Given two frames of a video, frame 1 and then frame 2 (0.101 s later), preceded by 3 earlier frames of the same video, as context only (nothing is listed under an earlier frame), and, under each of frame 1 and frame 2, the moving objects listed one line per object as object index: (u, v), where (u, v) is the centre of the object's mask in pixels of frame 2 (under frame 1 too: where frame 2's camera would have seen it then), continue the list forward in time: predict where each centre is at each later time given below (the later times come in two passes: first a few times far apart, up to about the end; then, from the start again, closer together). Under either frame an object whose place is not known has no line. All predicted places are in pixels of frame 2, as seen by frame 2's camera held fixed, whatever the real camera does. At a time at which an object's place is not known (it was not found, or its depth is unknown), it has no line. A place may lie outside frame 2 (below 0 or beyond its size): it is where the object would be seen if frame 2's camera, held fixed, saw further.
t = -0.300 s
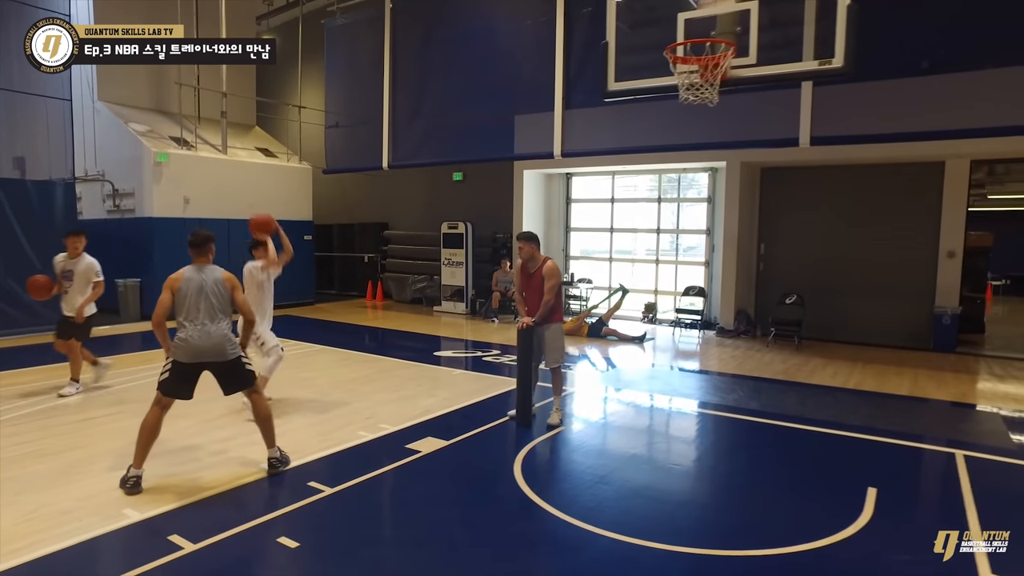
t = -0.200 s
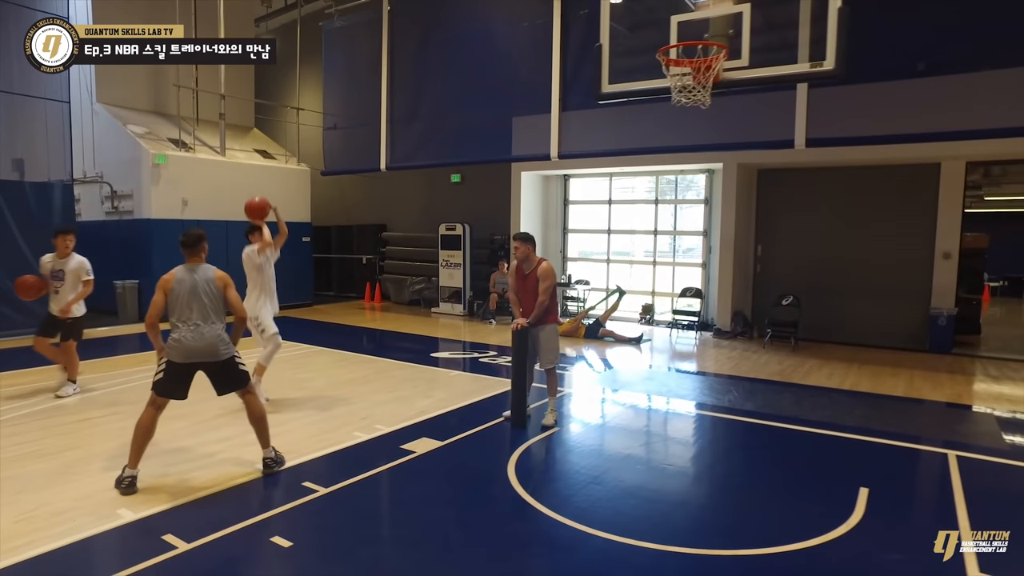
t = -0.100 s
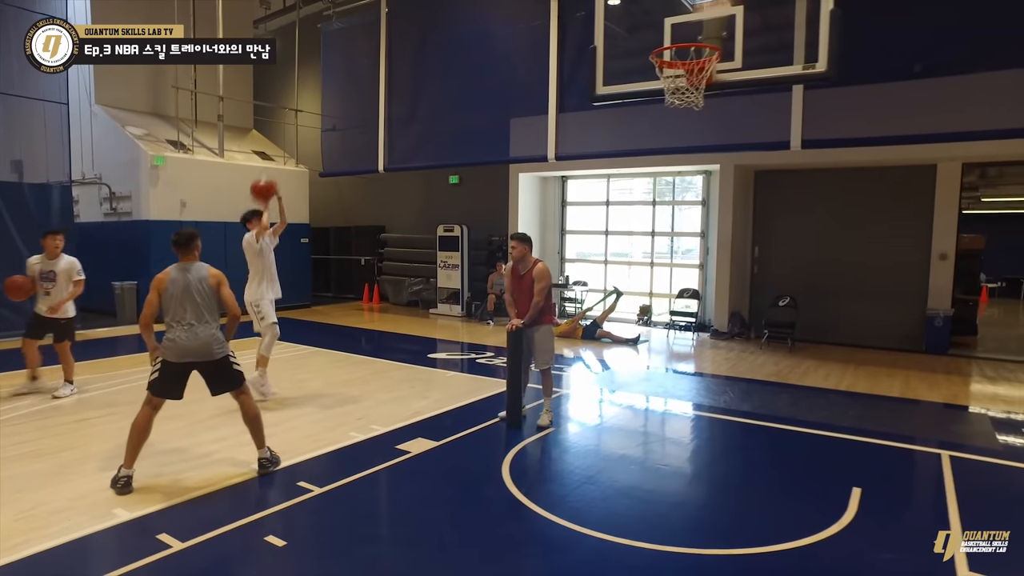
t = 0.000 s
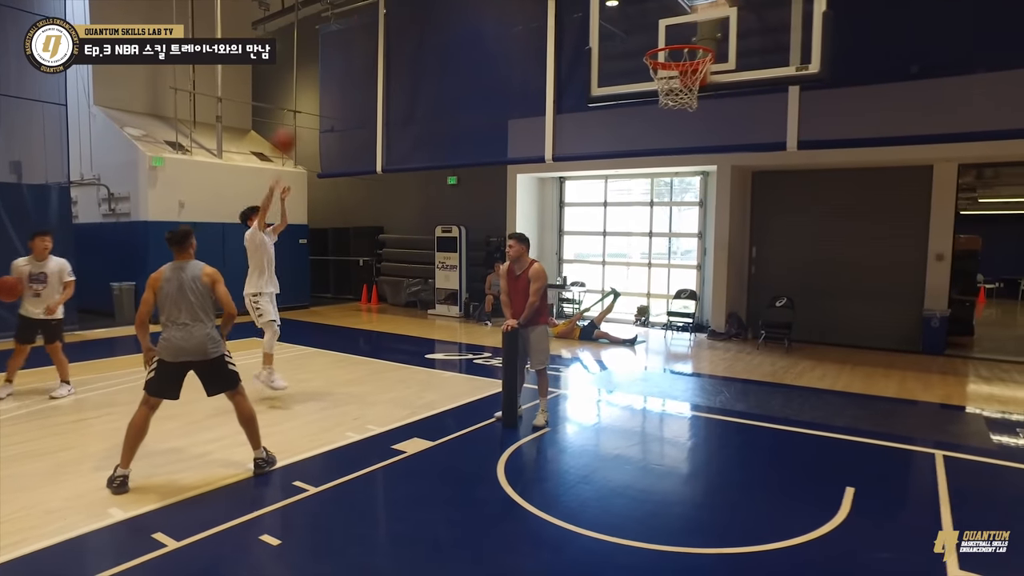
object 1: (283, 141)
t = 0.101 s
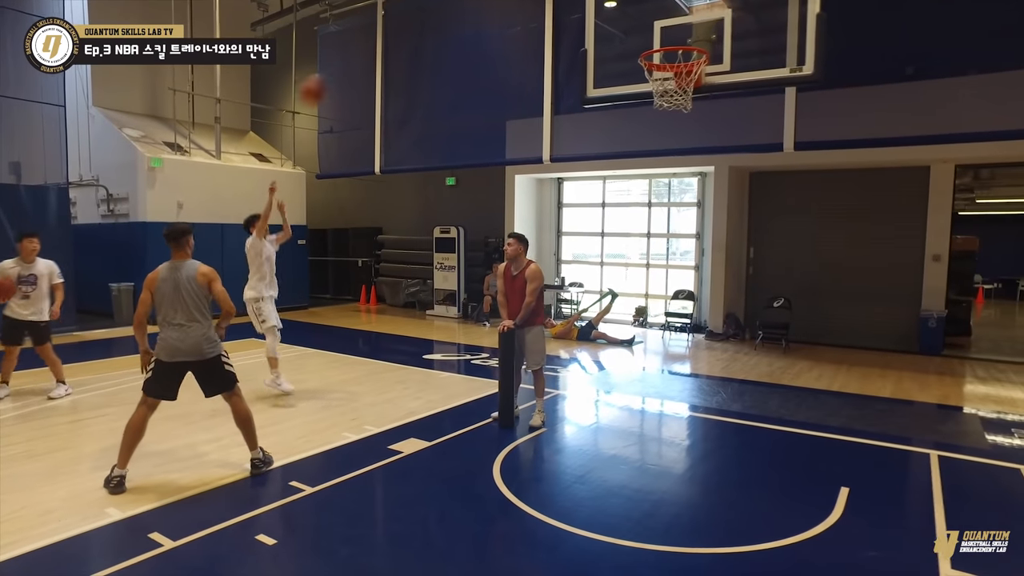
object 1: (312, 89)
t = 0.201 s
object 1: (346, 45)
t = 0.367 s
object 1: (406, 0)
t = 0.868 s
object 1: (626, -1)
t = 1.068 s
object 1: (690, 29)
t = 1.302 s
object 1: (702, 2)
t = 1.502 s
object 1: (713, 40)
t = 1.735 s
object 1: (725, 177)
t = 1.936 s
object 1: (730, 398)
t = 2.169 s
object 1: (751, 423)
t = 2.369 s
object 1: (781, 294)
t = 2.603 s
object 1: (819, 216)
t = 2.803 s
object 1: (850, 239)
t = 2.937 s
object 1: (868, 318)
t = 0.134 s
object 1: (323, 74)
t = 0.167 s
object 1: (334, 59)
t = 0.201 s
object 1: (346, 45)
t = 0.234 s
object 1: (357, 31)
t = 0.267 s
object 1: (369, 20)
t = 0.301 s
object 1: (382, 9)
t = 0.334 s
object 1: (394, 4)
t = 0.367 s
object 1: (406, 0)
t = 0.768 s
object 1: (577, -13)
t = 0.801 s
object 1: (595, -11)
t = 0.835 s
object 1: (607, -9)
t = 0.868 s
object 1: (626, -1)
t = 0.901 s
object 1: (640, 10)
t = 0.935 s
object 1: (655, 22)
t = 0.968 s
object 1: (674, 38)
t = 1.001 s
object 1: (686, 41)
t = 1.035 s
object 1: (688, 37)
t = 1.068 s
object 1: (690, 29)
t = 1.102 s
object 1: (691, 22)
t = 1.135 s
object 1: (694, 15)
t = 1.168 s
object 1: (695, 10)
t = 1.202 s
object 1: (698, 5)
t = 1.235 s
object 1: (699, 2)
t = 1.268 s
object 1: (701, 1)
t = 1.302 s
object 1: (702, 2)
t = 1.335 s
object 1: (705, 4)
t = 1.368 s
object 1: (706, 7)
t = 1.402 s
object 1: (708, 13)
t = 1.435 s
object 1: (709, 20)
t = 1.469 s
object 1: (711, 30)
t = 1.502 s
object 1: (713, 40)
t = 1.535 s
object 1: (715, 52)
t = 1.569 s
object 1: (716, 69)
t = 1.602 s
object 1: (718, 86)
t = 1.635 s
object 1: (720, 105)
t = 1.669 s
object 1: (722, 129)
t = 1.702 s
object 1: (723, 149)
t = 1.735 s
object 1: (725, 177)
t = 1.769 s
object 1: (726, 209)
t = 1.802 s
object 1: (727, 241)
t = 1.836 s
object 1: (729, 276)
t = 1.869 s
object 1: (729, 312)
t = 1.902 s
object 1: (730, 350)
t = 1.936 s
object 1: (730, 398)
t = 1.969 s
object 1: (731, 444)
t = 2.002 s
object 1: (732, 485)
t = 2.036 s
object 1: (733, 523)
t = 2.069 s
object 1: (737, 500)
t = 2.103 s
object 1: (742, 473)
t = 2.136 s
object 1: (746, 449)
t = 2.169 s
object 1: (751, 423)
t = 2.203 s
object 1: (756, 400)
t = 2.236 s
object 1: (762, 375)
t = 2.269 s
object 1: (767, 350)
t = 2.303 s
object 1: (770, 330)
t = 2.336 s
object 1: (776, 311)
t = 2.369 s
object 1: (781, 294)
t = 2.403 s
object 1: (786, 277)
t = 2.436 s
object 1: (791, 263)
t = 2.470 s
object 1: (797, 249)
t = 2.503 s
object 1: (803, 237)
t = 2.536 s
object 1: (807, 228)
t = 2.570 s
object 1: (814, 221)
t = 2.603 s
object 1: (819, 216)
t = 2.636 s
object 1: (824, 213)
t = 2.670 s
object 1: (829, 213)
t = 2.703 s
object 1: (834, 215)
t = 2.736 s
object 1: (839, 220)
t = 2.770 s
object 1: (845, 228)
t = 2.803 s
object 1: (850, 239)
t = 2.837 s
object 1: (855, 253)
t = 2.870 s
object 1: (860, 272)
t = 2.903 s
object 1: (864, 294)
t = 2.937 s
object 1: (868, 318)
